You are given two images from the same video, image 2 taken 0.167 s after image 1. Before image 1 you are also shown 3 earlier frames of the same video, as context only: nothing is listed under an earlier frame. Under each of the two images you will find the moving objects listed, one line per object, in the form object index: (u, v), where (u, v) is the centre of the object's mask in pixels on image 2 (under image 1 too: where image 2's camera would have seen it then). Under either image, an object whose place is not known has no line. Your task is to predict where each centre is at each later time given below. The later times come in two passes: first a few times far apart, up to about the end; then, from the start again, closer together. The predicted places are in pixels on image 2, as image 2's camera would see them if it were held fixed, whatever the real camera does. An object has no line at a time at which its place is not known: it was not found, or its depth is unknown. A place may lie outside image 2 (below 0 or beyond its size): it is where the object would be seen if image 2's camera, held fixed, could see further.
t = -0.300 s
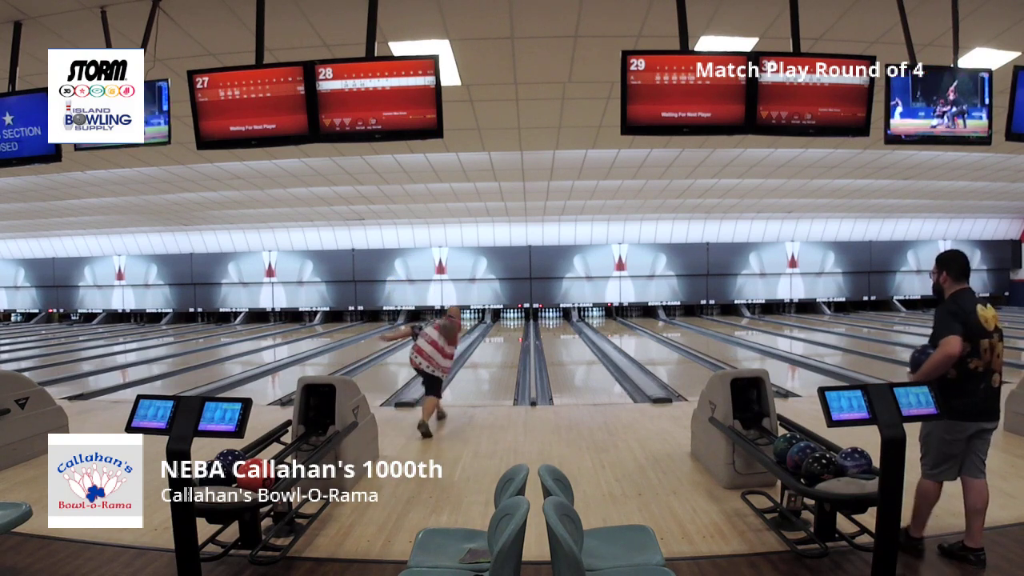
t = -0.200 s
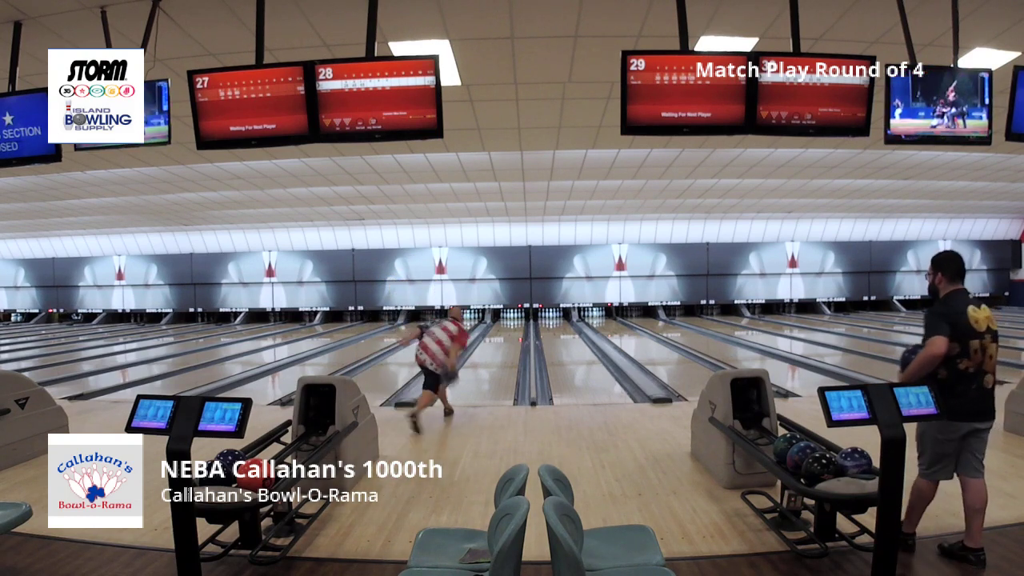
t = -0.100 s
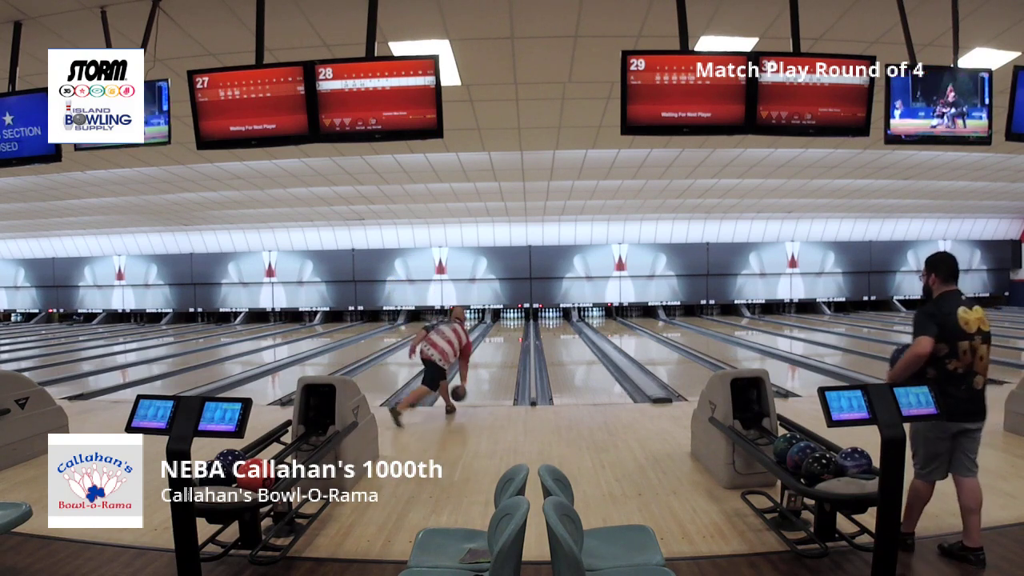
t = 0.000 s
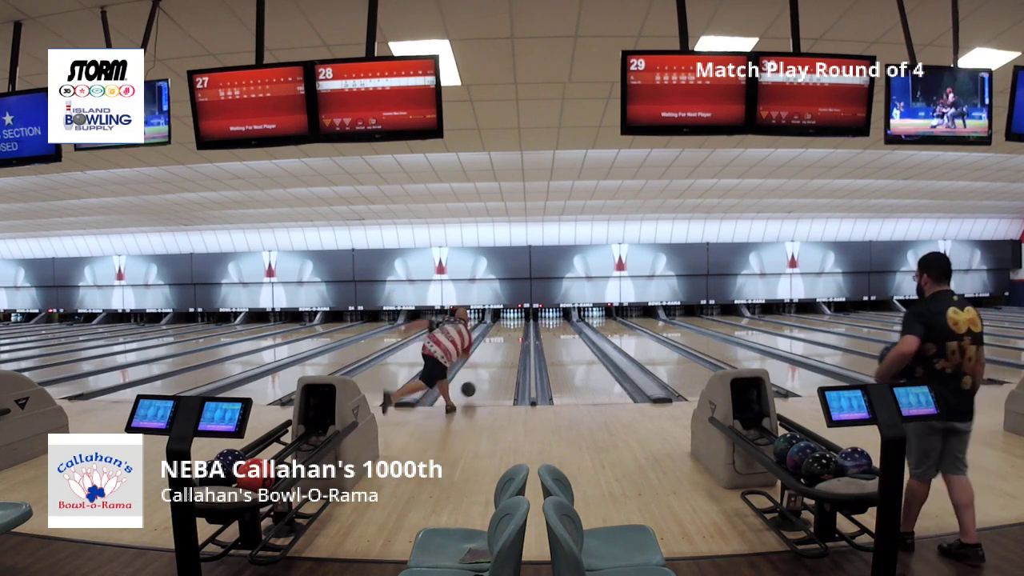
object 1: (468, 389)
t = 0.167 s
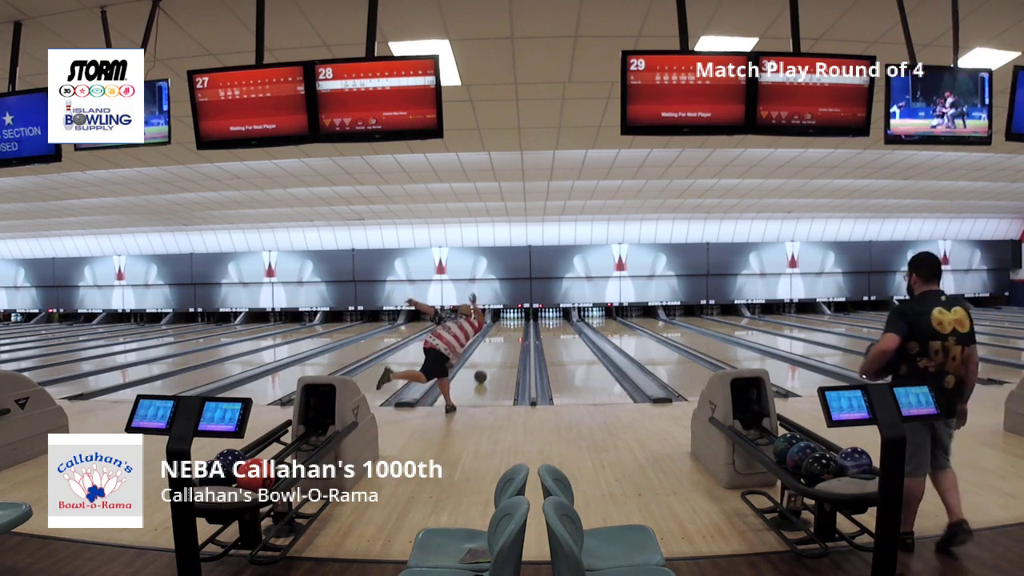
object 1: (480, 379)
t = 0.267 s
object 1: (486, 369)
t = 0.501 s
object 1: (496, 355)
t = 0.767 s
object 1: (504, 344)
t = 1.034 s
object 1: (509, 336)
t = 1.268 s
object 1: (512, 330)
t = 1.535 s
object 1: (515, 324)
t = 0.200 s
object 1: (482, 375)
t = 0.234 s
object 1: (484, 371)
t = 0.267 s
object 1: (486, 369)
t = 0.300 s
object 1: (487, 366)
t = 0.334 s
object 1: (489, 365)
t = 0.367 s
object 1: (491, 362)
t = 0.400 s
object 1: (492, 361)
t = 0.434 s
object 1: (493, 358)
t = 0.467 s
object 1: (495, 357)
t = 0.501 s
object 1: (496, 355)
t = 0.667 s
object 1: (501, 348)
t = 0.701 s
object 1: (502, 346)
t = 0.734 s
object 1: (503, 345)
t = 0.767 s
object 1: (504, 344)
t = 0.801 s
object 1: (505, 342)
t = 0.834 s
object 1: (505, 341)
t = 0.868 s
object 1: (506, 340)
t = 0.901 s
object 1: (507, 339)
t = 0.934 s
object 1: (507, 339)
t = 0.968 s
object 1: (508, 338)
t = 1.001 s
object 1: (508, 336)
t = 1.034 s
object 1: (509, 336)
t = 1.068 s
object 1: (509, 335)
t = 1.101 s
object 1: (510, 334)
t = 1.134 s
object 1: (511, 334)
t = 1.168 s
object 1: (511, 333)
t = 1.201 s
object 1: (512, 331)
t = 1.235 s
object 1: (512, 331)
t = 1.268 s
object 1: (512, 330)
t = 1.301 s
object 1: (513, 329)
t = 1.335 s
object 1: (514, 328)
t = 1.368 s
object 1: (514, 327)
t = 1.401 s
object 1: (514, 327)
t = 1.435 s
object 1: (514, 326)
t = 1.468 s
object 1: (515, 325)
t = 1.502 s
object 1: (515, 325)
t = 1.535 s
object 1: (515, 324)
